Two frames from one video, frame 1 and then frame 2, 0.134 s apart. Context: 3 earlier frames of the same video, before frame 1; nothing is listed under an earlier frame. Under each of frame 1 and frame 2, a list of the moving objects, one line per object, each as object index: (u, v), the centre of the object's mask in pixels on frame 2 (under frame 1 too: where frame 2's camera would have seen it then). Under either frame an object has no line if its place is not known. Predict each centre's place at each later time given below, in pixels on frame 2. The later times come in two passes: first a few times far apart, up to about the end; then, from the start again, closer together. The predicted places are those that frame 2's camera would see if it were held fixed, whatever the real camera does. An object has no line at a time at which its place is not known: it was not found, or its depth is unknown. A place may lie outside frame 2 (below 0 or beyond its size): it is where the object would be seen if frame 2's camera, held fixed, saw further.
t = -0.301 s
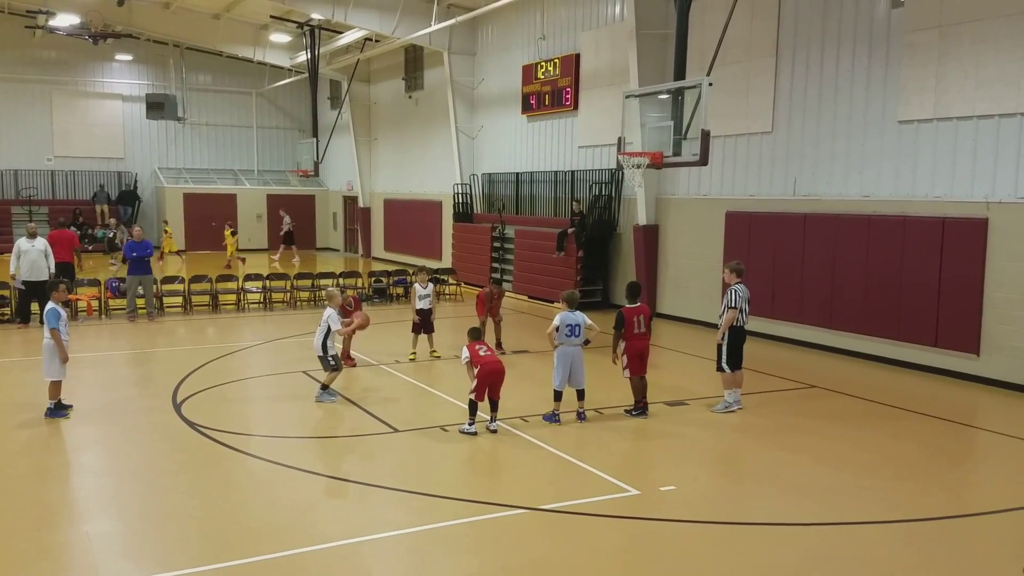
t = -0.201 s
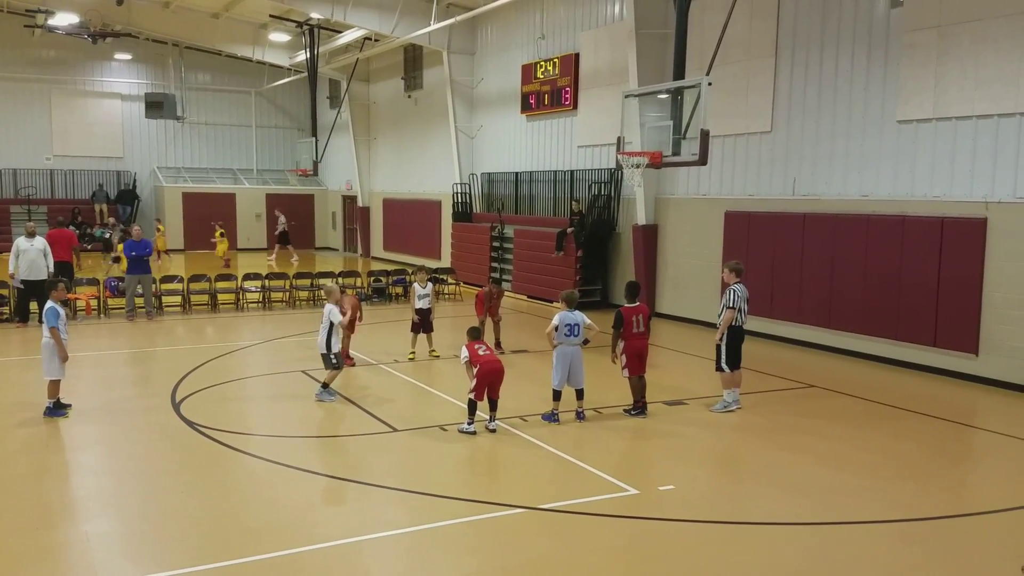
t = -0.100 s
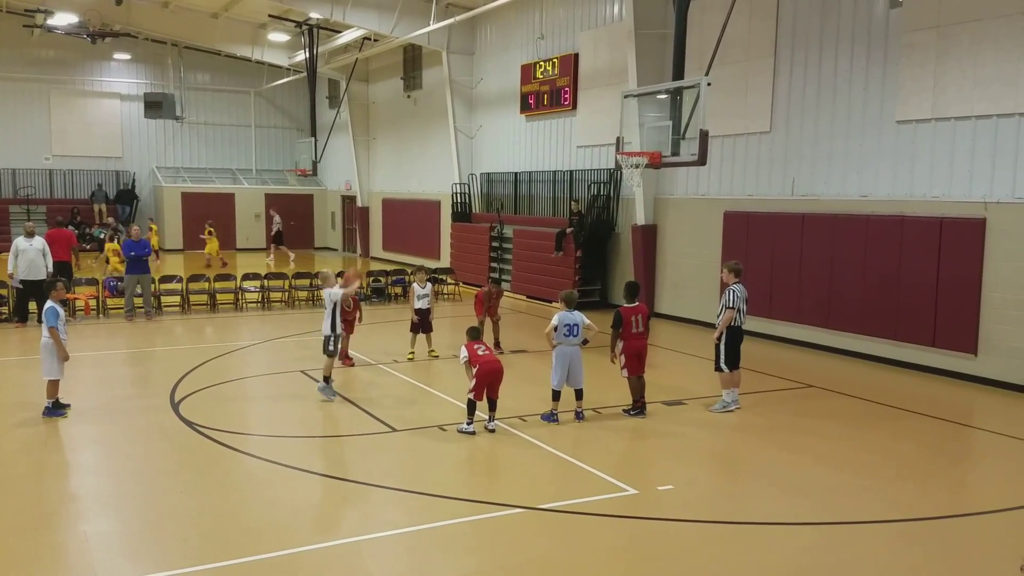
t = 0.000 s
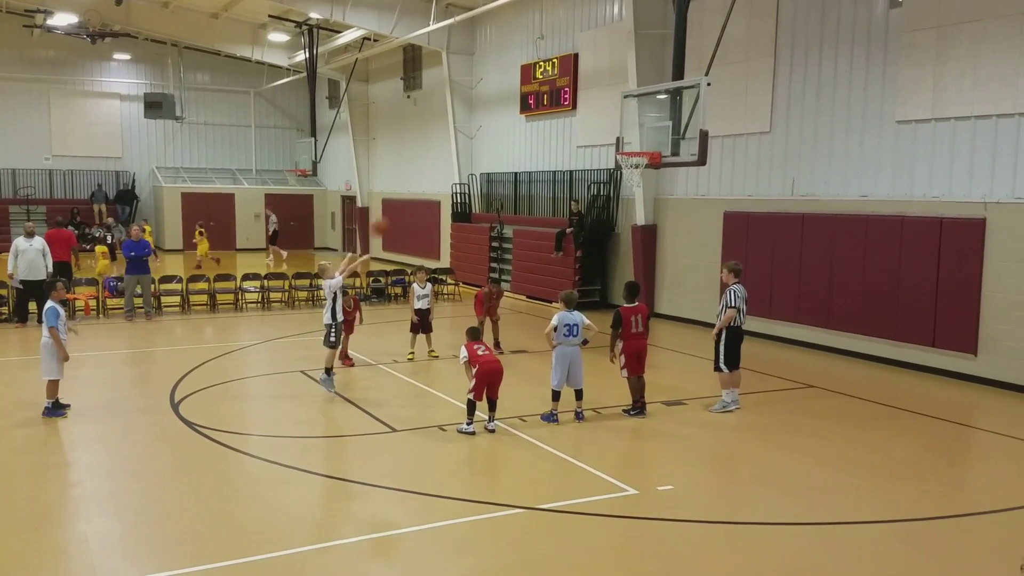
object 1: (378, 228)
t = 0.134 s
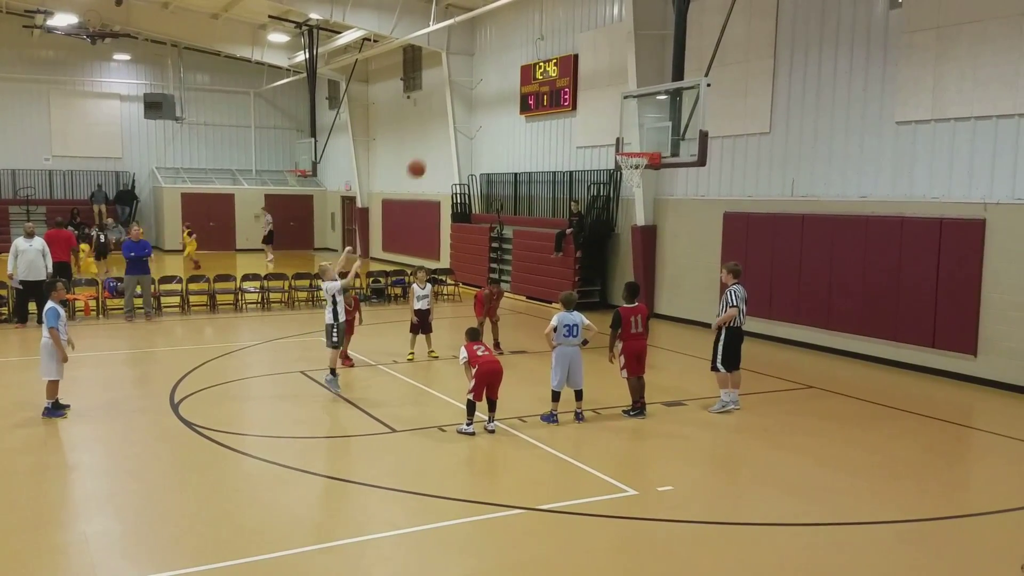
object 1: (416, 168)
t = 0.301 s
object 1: (460, 116)
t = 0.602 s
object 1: (531, 76)
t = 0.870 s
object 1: (594, 104)
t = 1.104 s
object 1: (638, 163)
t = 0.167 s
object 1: (425, 156)
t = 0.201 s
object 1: (434, 144)
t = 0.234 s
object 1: (443, 134)
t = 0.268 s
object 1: (452, 124)
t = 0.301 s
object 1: (460, 116)
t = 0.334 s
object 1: (469, 108)
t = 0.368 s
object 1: (477, 101)
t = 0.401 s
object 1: (486, 95)
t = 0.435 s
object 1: (494, 90)
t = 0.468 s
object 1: (503, 86)
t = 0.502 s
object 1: (511, 83)
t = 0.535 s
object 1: (519, 81)
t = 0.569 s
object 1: (525, 79)
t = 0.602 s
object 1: (531, 76)
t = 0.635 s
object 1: (541, 79)
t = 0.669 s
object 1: (549, 81)
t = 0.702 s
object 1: (559, 82)
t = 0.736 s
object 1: (566, 83)
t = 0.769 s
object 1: (573, 88)
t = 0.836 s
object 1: (587, 98)
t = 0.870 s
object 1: (594, 104)
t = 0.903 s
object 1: (601, 111)
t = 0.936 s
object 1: (608, 119)
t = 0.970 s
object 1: (614, 127)
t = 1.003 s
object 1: (621, 136)
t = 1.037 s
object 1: (627, 145)
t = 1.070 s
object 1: (635, 153)
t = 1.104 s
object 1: (638, 163)
